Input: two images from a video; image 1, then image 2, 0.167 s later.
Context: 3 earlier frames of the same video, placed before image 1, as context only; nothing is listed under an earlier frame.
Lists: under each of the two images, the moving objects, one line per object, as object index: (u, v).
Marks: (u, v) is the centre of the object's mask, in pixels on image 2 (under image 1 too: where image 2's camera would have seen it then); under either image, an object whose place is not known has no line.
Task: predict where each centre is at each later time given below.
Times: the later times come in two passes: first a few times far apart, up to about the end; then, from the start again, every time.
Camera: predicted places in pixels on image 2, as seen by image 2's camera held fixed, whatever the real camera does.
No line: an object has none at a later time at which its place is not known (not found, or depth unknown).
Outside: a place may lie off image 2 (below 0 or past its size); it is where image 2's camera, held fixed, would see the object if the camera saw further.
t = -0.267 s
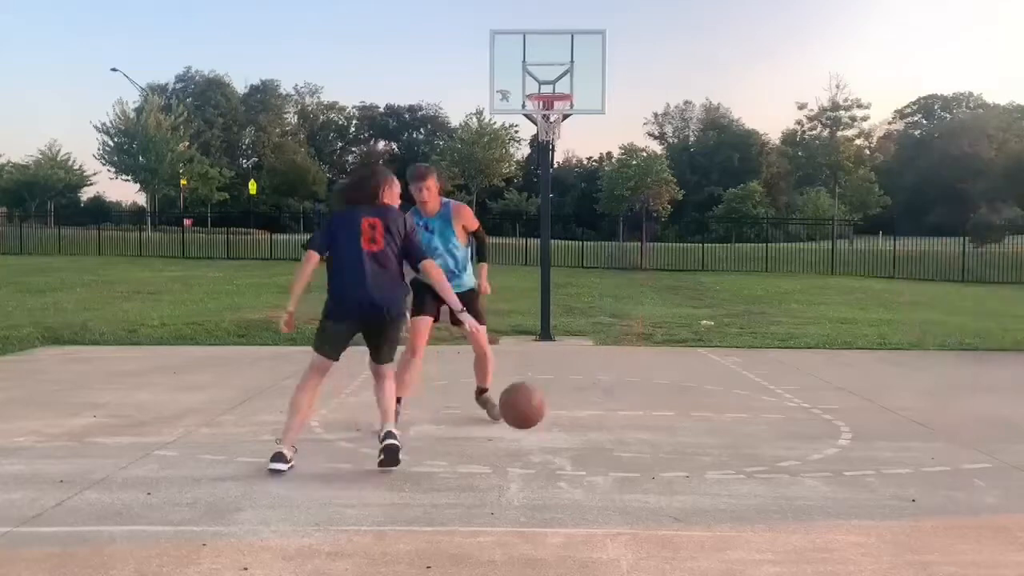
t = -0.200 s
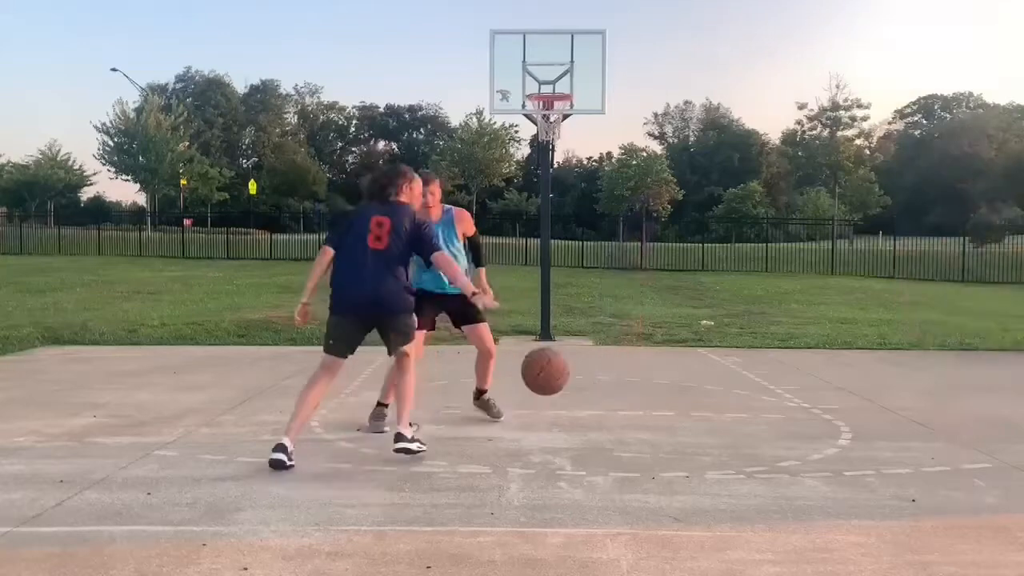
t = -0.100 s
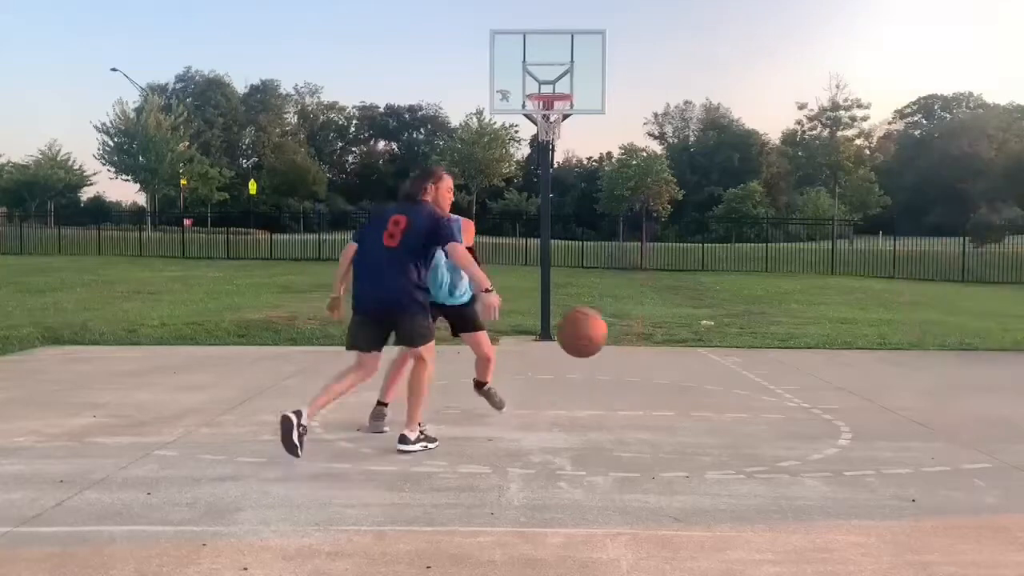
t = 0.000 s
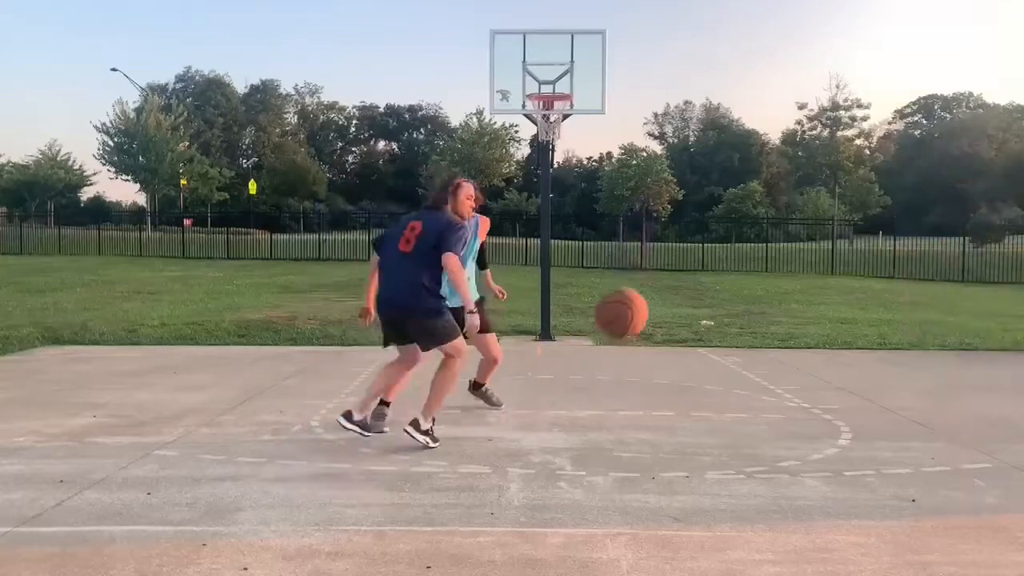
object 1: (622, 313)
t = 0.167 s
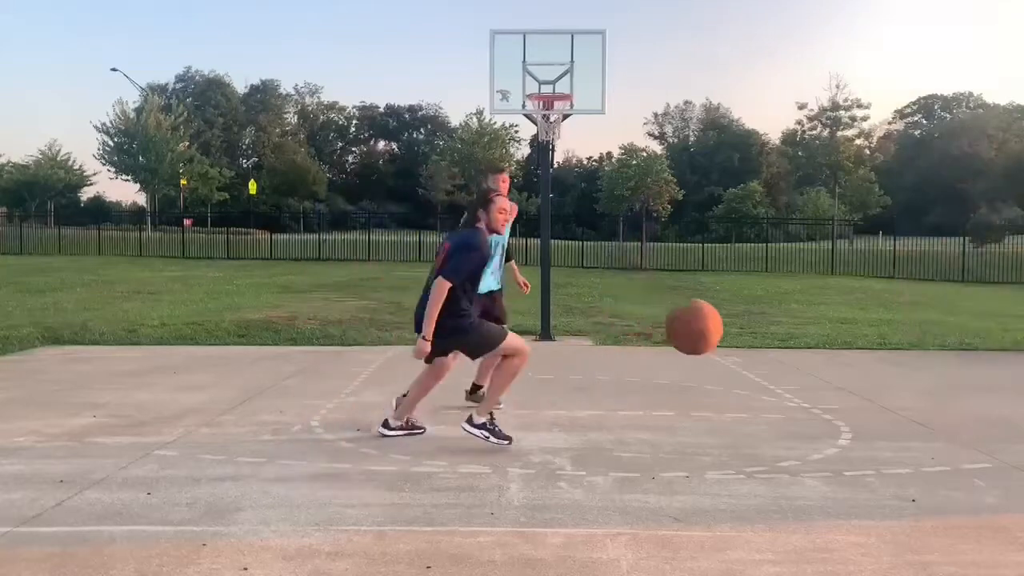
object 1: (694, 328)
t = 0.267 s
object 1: (741, 367)
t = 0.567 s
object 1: (909, 485)
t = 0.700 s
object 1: (995, 445)
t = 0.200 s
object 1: (709, 337)
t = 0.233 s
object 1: (725, 351)
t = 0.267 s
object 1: (741, 367)
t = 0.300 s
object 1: (757, 387)
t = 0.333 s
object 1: (775, 410)
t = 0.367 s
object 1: (792, 436)
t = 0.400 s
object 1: (810, 466)
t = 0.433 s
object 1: (827, 499)
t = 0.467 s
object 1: (845, 536)
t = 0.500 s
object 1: (866, 519)
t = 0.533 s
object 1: (887, 501)
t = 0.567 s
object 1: (909, 485)
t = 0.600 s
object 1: (931, 471)
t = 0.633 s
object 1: (953, 460)
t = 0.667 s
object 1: (977, 451)
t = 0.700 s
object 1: (995, 445)
